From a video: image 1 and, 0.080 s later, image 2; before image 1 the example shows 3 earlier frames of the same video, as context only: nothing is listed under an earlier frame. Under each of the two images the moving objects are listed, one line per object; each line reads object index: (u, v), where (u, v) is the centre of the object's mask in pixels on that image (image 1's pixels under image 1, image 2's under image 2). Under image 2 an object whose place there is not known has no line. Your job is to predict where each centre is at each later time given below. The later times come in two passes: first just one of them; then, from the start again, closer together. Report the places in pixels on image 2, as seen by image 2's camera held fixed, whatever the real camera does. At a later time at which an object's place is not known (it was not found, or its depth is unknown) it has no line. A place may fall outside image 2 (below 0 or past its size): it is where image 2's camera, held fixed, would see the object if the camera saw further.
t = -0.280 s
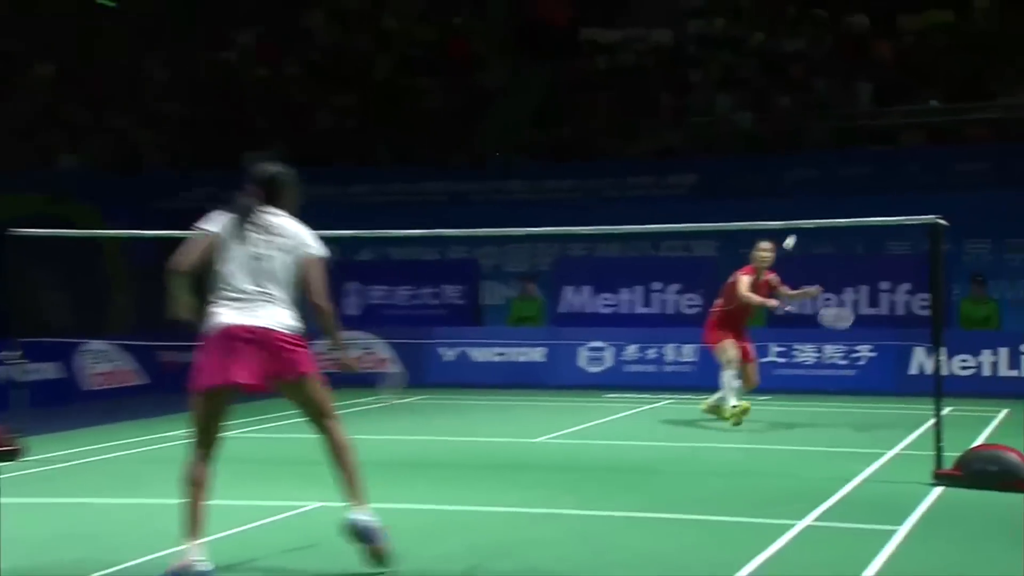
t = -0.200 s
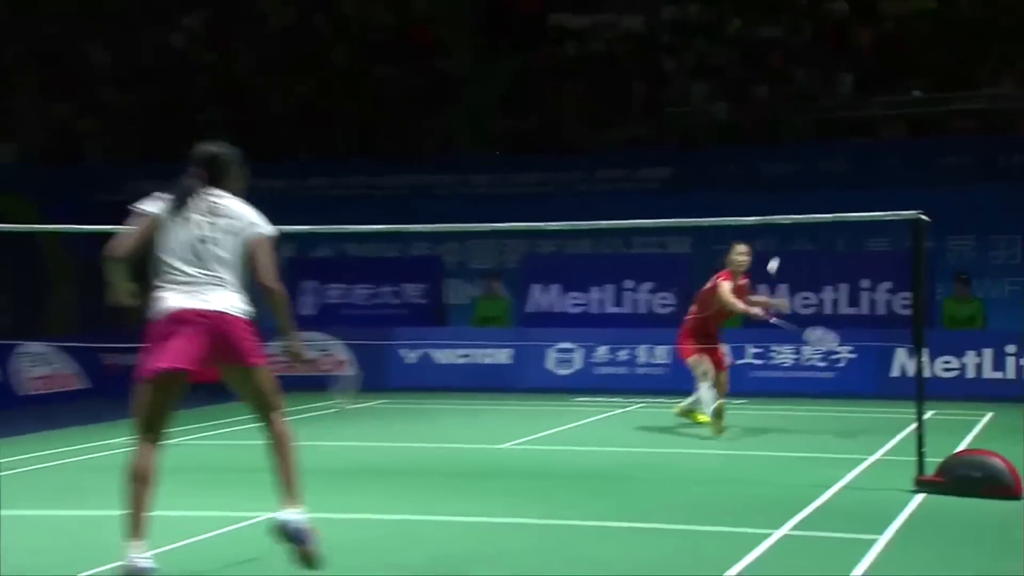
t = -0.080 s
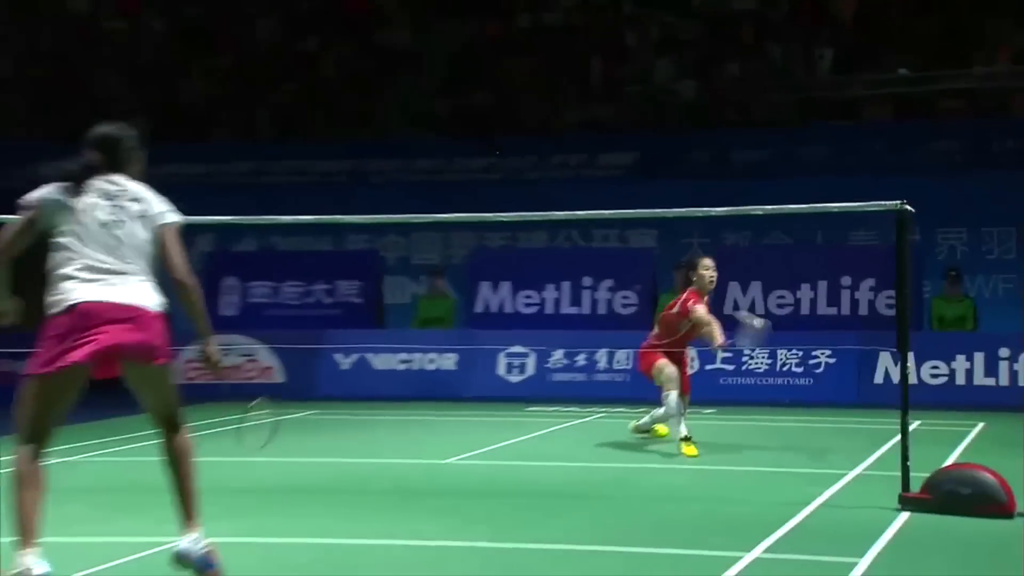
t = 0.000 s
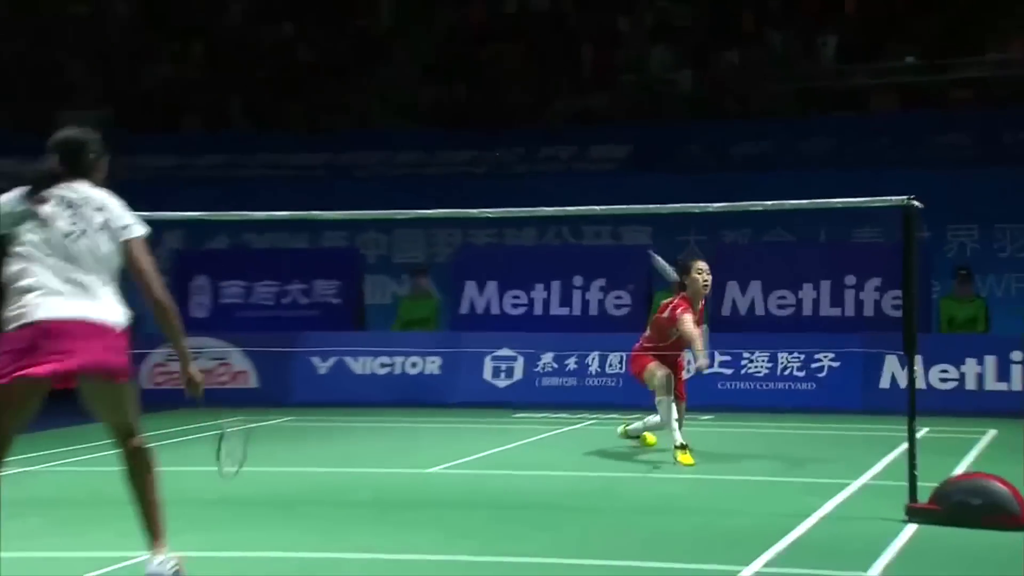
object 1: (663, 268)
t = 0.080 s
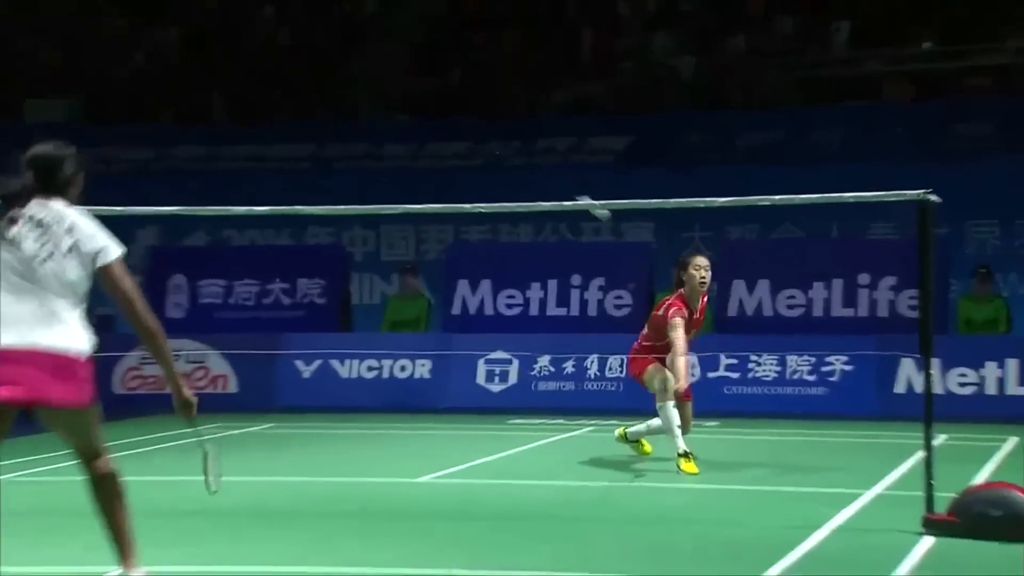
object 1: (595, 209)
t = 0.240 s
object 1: (435, 125)
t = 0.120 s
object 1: (544, 181)
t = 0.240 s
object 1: (435, 125)
